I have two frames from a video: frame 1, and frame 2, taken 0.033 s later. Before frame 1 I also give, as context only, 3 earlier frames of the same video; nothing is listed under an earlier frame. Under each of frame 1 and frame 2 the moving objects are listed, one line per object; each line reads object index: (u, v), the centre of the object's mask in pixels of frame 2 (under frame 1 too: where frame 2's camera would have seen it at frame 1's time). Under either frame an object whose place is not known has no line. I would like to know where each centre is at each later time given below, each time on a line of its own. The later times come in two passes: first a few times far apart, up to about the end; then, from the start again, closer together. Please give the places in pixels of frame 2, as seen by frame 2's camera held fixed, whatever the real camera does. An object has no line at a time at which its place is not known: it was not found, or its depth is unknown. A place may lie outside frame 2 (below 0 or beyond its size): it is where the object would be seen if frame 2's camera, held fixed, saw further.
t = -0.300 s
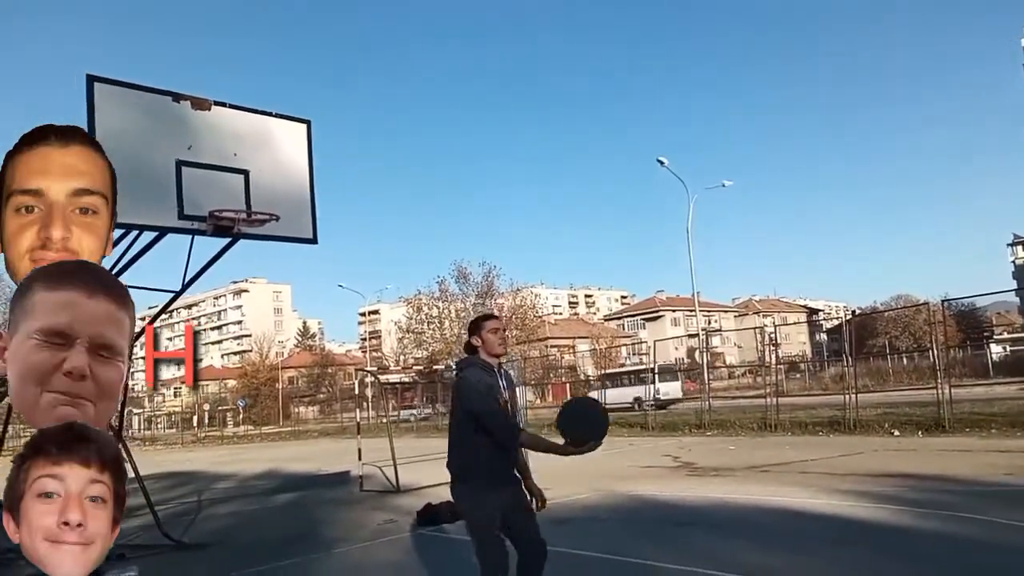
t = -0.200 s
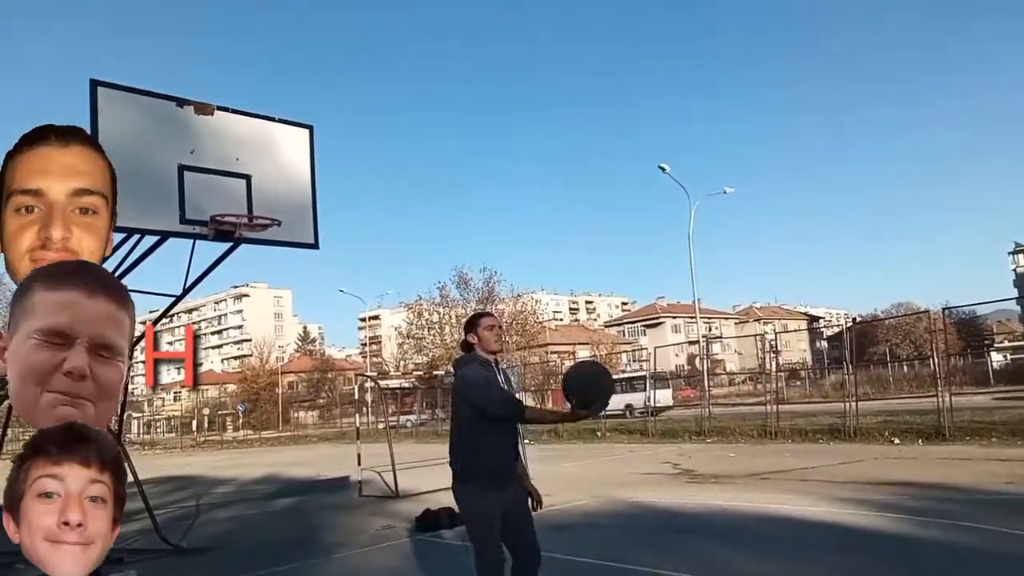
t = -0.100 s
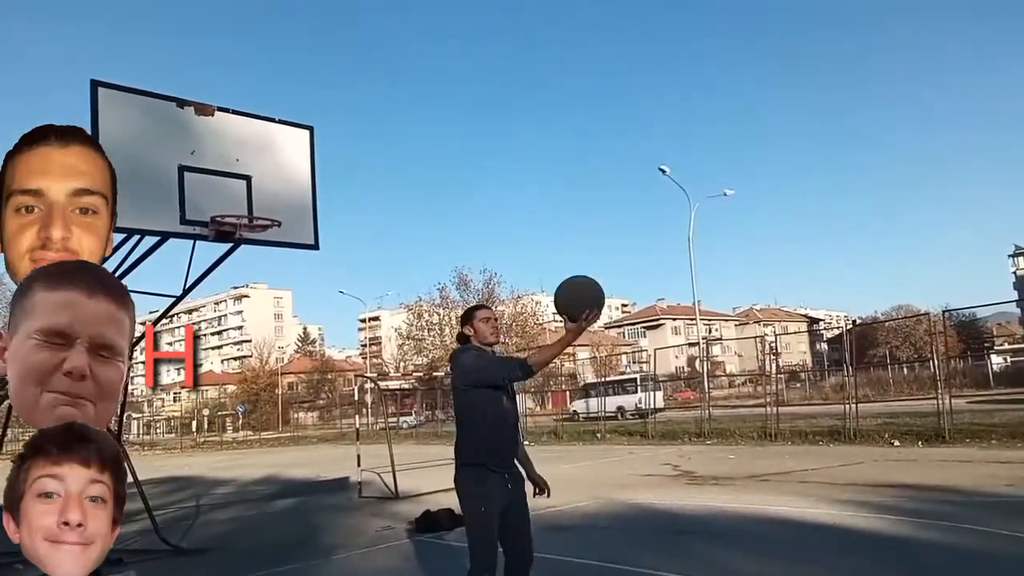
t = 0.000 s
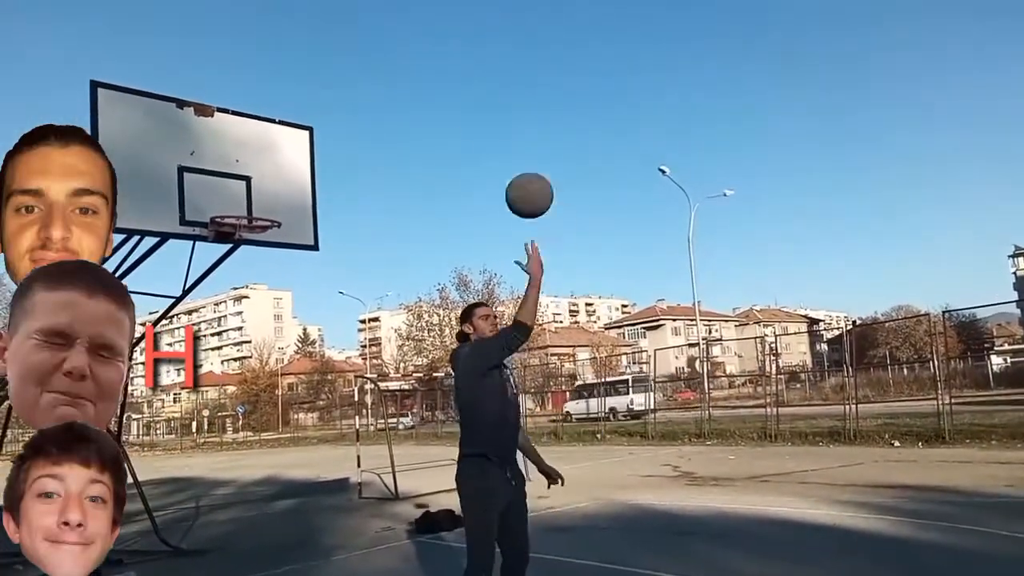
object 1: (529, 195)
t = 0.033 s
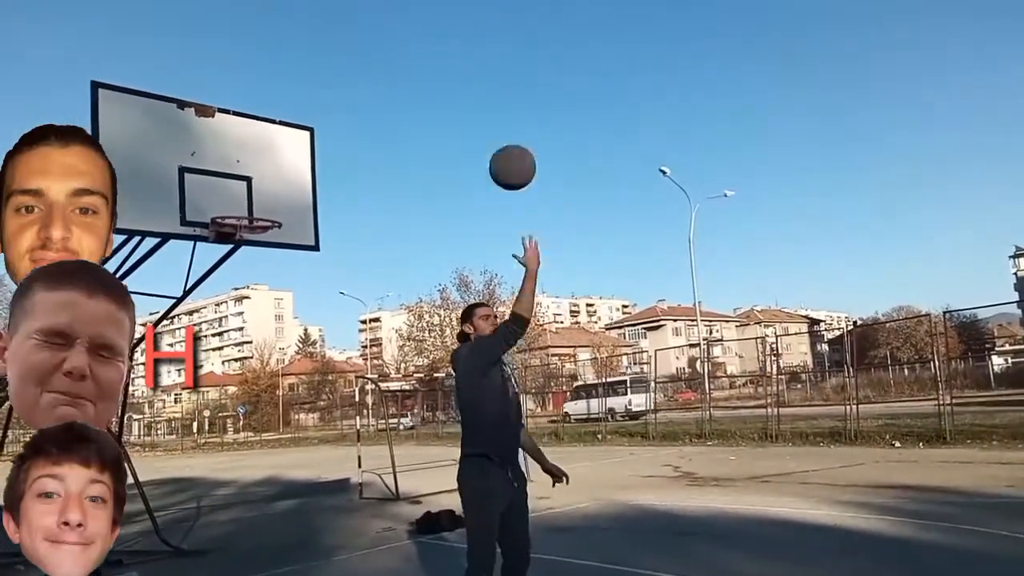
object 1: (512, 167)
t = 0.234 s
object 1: (423, 57)
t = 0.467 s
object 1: (347, 26)
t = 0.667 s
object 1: (297, 60)
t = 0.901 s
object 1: (247, 165)
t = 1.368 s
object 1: (348, 492)
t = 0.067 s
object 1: (496, 142)
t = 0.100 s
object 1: (481, 119)
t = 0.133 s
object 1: (465, 100)
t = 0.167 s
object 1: (451, 83)
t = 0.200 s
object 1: (436, 69)
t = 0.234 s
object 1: (423, 57)
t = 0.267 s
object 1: (413, 46)
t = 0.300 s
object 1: (399, 37)
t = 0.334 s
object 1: (386, 30)
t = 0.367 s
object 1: (374, 27)
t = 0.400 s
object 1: (364, 26)
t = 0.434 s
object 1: (355, 26)
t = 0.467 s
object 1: (347, 26)
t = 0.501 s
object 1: (339, 26)
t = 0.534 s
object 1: (331, 27)
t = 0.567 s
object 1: (322, 33)
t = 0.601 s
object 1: (314, 41)
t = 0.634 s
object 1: (305, 50)
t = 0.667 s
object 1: (297, 60)
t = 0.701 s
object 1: (290, 71)
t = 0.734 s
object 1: (283, 84)
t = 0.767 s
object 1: (275, 97)
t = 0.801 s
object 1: (270, 114)
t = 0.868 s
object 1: (253, 146)
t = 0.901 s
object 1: (247, 165)
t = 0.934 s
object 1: (241, 185)
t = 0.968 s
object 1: (246, 197)
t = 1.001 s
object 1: (253, 209)
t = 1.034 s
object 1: (261, 217)
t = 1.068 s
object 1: (269, 240)
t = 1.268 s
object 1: (318, 383)
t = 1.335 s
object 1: (338, 453)
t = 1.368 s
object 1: (348, 492)
